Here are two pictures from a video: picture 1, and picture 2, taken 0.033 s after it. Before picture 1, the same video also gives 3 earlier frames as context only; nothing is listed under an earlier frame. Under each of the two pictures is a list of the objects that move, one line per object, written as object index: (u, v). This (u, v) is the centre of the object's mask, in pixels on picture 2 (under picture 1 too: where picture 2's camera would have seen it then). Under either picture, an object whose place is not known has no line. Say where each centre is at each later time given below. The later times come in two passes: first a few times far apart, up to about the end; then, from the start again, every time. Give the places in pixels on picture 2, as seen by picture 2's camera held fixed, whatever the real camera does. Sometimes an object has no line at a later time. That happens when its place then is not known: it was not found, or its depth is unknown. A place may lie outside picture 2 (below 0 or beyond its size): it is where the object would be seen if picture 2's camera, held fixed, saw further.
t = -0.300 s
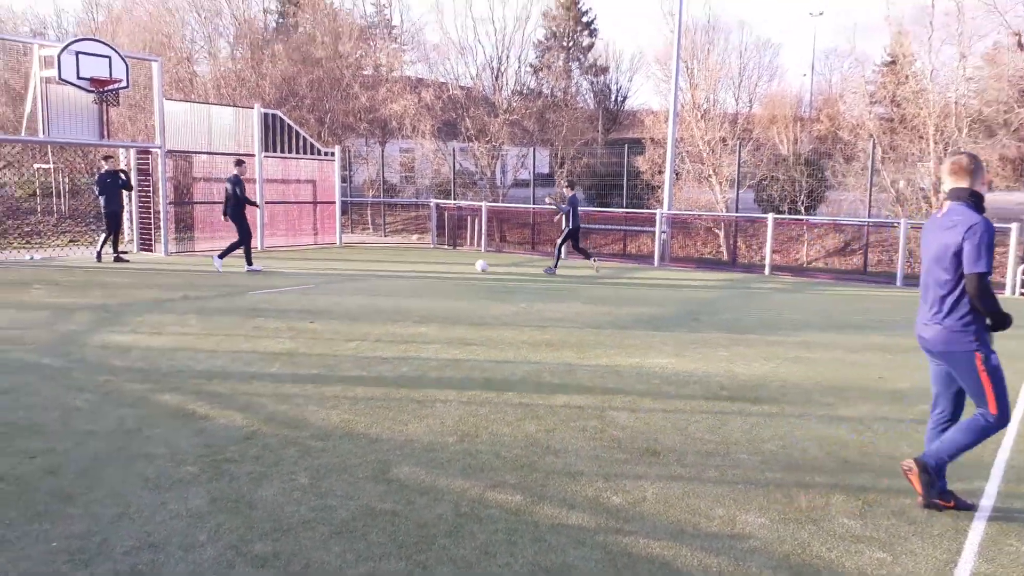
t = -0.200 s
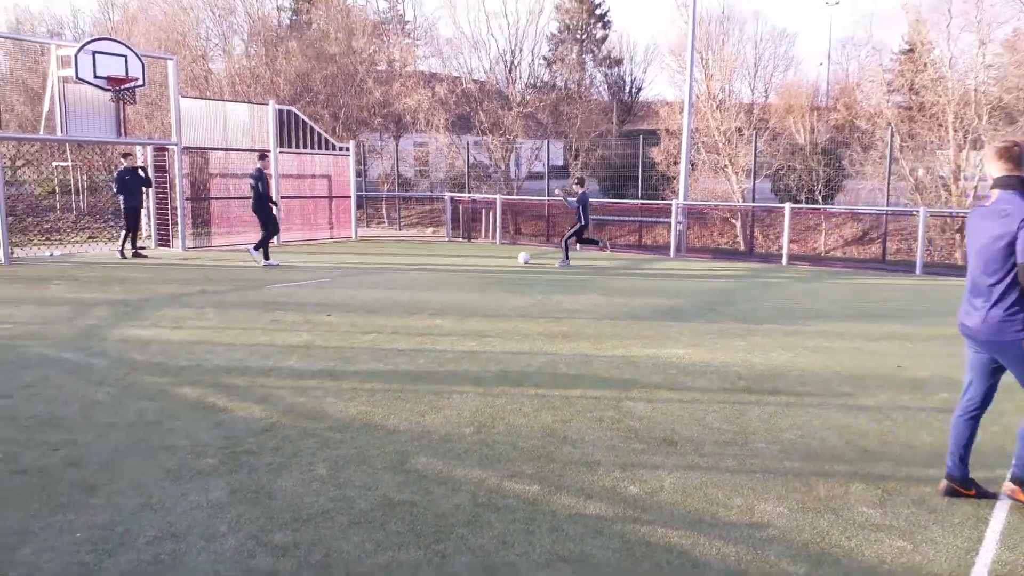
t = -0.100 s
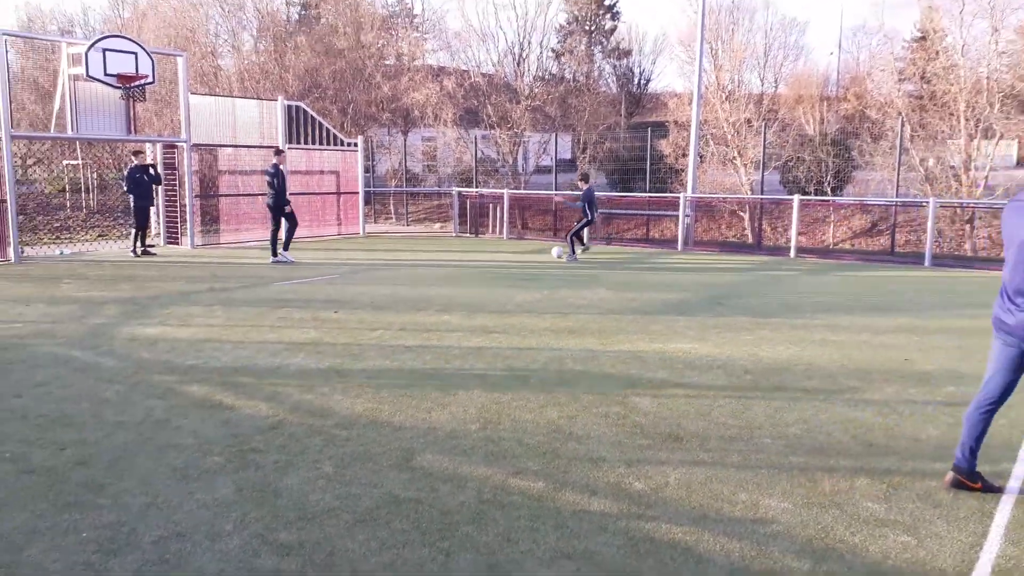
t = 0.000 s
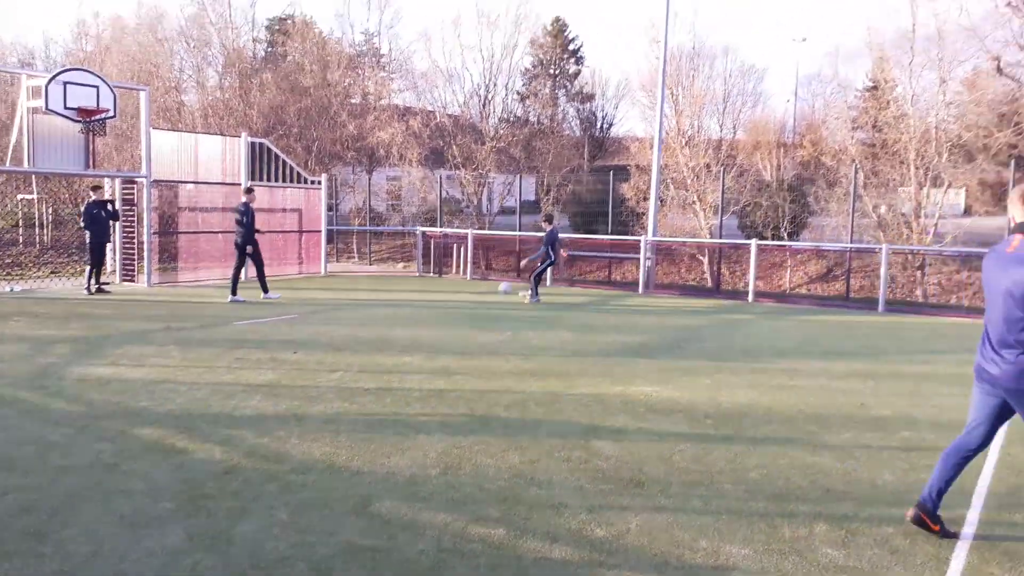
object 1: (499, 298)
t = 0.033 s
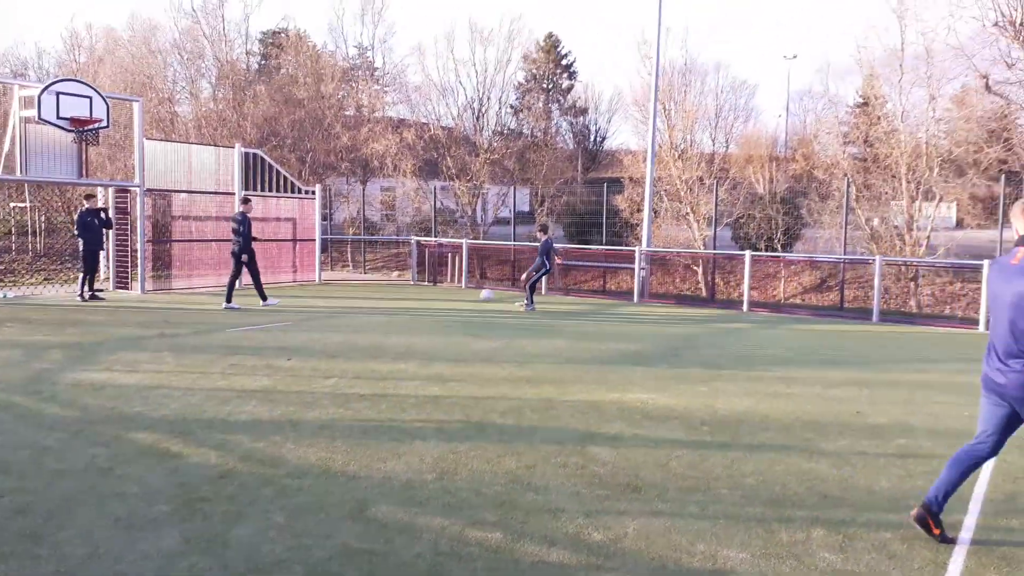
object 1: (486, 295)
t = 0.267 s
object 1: (383, 302)
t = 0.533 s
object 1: (242, 315)
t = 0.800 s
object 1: (75, 339)
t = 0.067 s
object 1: (474, 294)
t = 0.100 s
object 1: (460, 293)
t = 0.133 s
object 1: (446, 294)
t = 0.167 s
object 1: (431, 295)
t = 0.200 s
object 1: (416, 297)
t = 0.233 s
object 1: (399, 299)
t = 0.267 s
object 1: (383, 302)
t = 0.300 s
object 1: (366, 306)
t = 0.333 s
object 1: (348, 312)
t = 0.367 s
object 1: (330, 317)
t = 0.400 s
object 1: (313, 318)
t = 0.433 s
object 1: (295, 317)
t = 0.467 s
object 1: (278, 316)
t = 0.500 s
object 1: (260, 315)
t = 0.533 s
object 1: (242, 315)
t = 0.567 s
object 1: (224, 316)
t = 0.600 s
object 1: (204, 319)
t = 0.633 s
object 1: (183, 322)
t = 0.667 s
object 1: (162, 326)
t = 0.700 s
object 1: (140, 332)
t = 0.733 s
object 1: (117, 339)
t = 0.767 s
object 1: (96, 341)
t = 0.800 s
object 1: (75, 339)
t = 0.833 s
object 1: (54, 339)
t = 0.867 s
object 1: (31, 339)
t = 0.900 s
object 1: (8, 341)
